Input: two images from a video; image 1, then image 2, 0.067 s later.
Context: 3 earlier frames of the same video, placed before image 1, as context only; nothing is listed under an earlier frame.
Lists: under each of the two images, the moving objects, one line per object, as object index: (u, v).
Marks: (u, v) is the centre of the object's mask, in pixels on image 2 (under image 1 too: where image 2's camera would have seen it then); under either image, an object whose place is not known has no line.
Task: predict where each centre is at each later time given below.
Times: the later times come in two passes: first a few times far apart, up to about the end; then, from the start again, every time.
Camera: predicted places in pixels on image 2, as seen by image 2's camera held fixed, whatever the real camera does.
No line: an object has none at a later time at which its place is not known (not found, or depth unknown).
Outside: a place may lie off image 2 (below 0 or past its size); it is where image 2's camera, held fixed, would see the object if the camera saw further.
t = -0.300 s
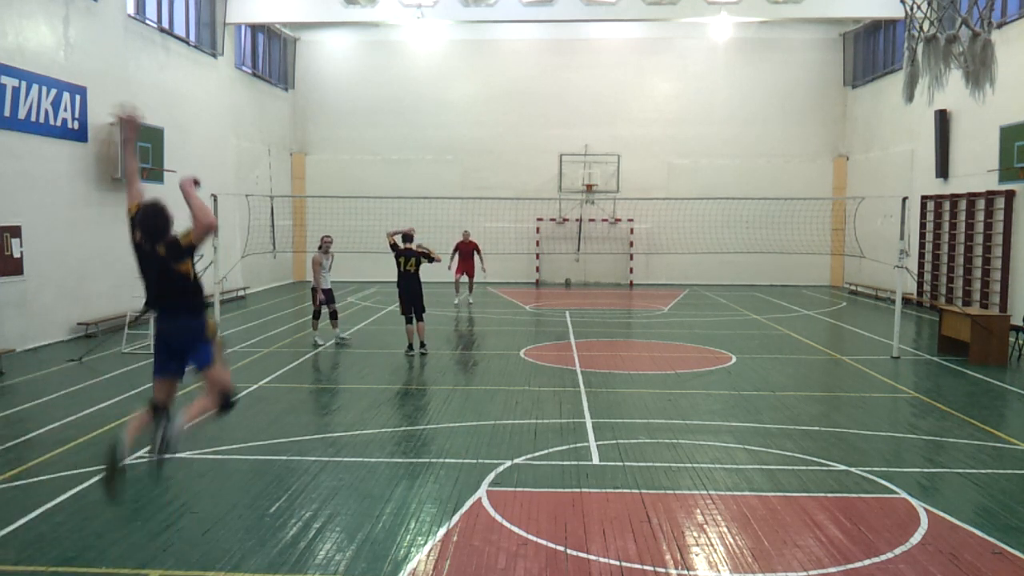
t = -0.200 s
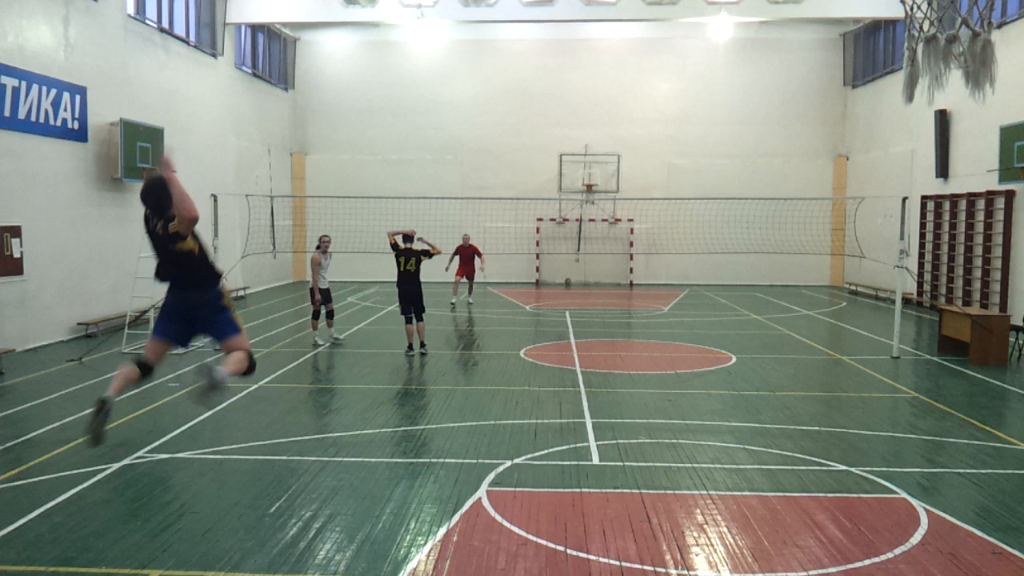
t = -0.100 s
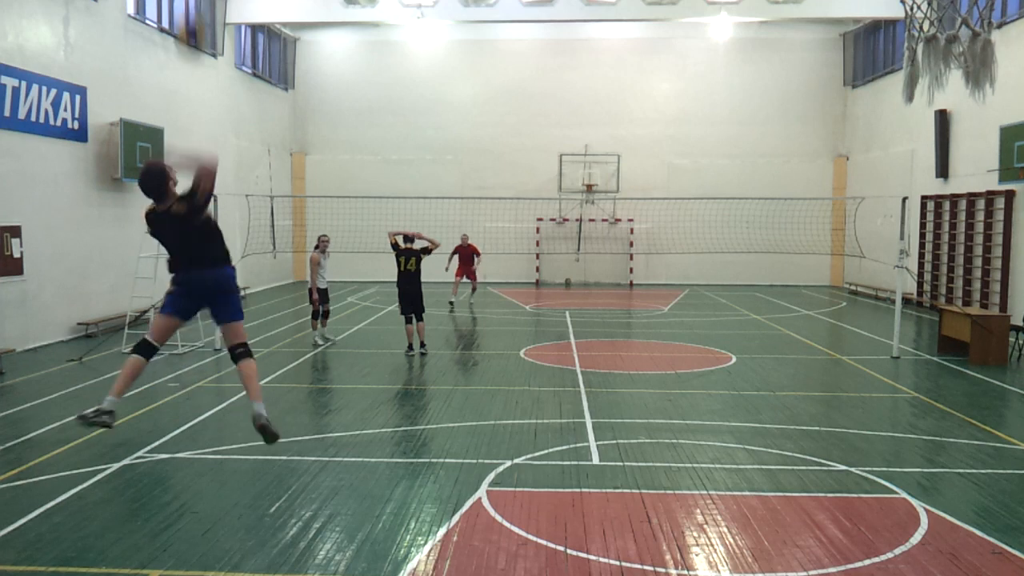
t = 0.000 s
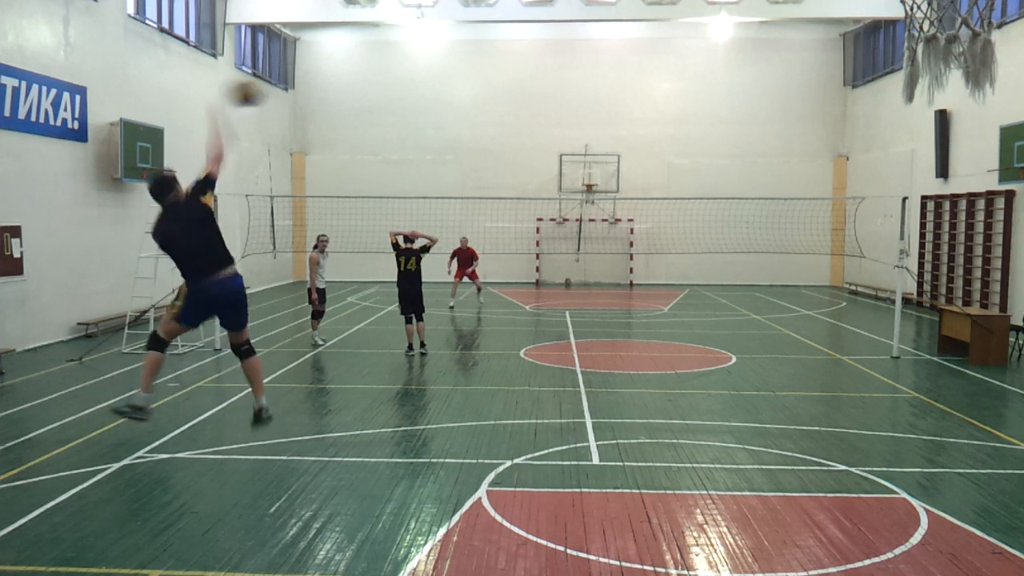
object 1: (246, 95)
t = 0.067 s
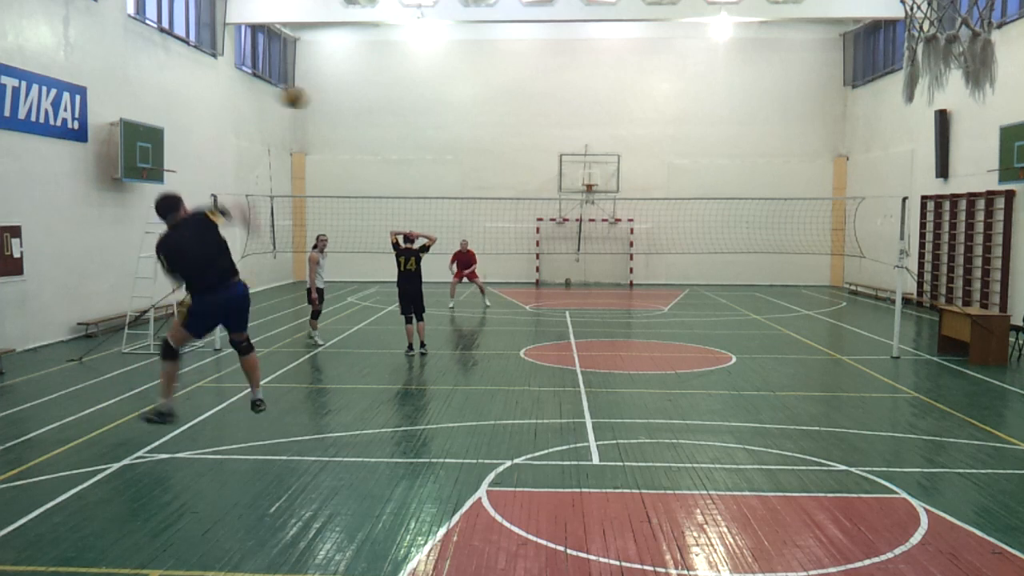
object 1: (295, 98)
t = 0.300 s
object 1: (376, 145)
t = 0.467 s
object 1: (402, 192)
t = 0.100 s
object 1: (311, 101)
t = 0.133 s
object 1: (329, 108)
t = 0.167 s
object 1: (339, 113)
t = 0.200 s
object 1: (351, 121)
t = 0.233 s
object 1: (361, 128)
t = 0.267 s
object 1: (369, 137)
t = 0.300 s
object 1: (376, 145)
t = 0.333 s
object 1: (382, 154)
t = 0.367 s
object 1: (388, 164)
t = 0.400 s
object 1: (393, 173)
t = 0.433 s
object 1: (397, 182)
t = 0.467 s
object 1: (402, 192)
